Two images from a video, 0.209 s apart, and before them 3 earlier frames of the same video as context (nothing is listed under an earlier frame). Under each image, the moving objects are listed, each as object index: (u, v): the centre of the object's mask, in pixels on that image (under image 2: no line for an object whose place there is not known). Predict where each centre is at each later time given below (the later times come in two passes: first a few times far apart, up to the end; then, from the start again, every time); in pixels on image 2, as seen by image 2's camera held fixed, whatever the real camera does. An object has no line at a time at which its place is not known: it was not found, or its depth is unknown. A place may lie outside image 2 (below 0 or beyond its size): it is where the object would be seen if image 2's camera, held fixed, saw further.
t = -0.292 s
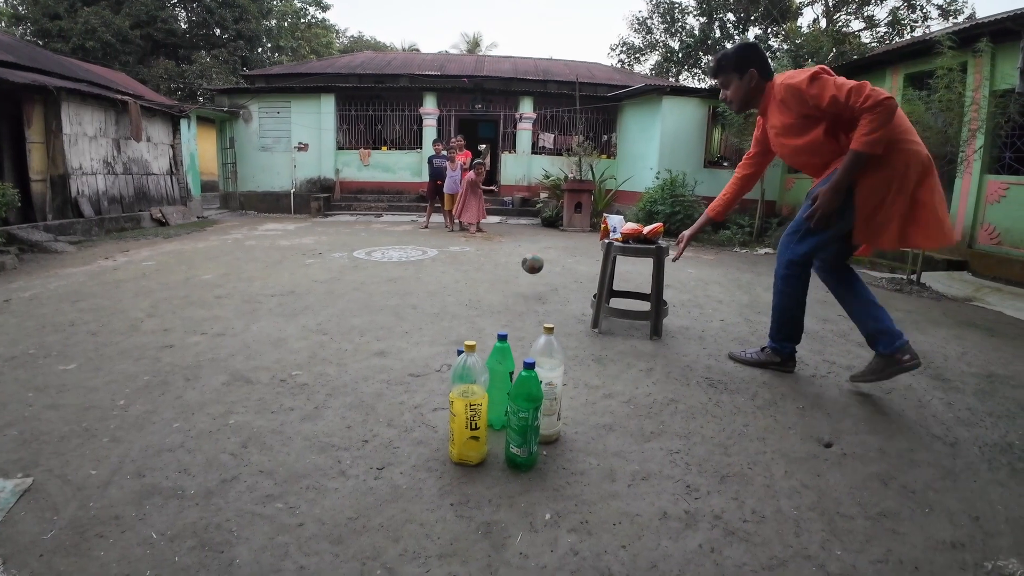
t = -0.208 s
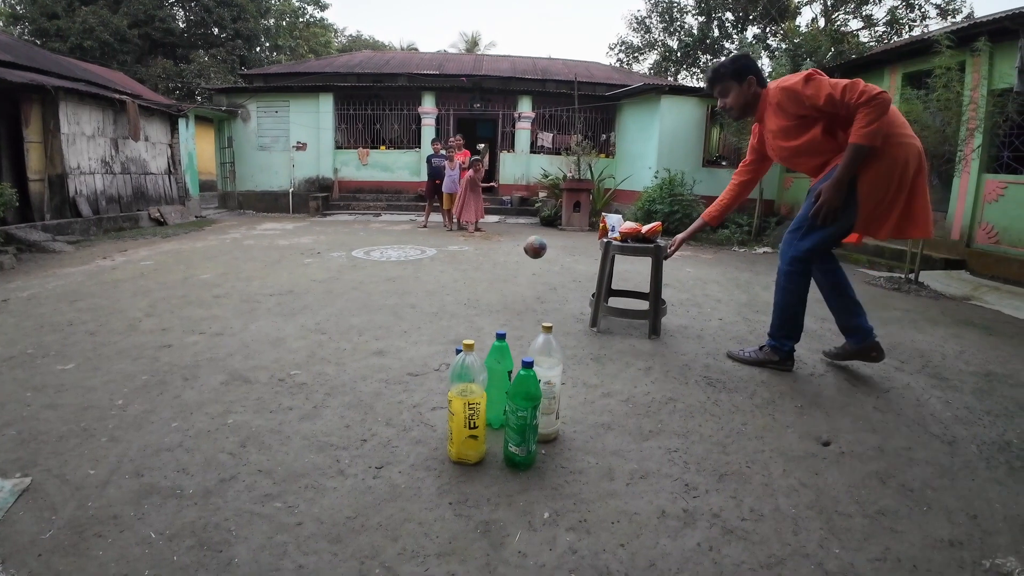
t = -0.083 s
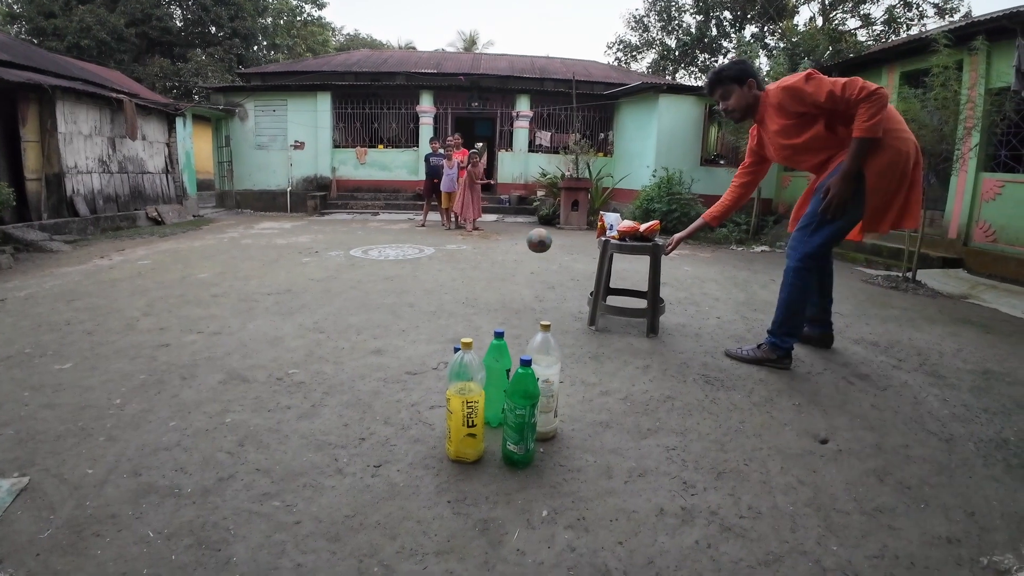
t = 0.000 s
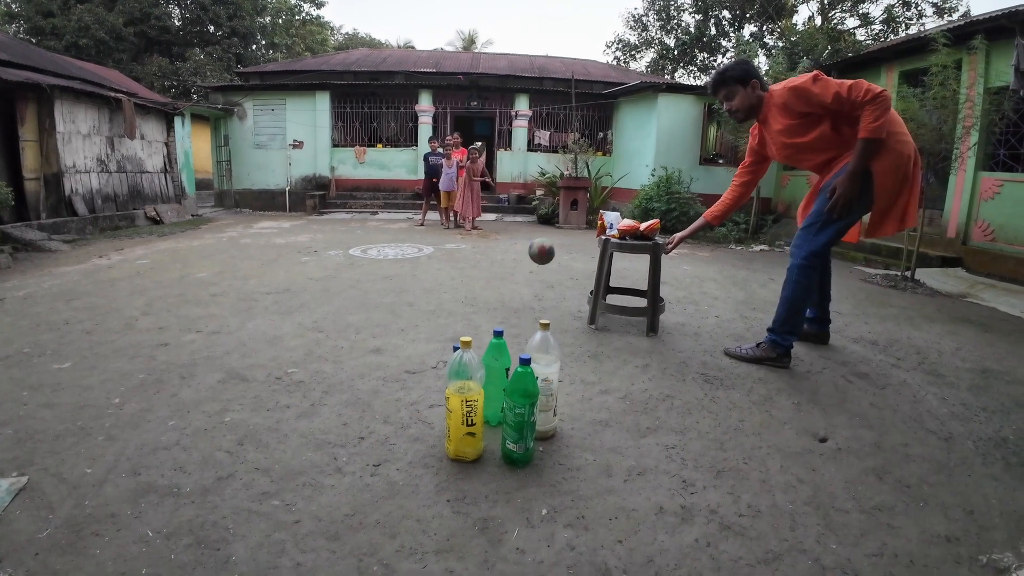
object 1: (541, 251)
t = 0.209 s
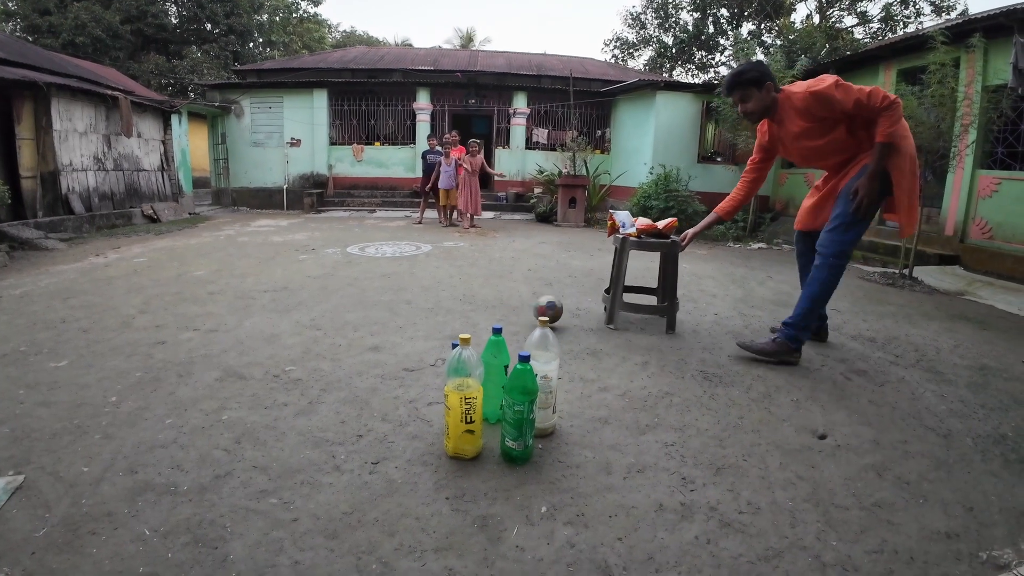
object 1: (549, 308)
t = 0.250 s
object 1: (551, 307)
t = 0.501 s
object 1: (566, 335)
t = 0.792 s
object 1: (579, 374)
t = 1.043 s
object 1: (599, 409)
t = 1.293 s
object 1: (622, 450)
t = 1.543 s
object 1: (653, 497)
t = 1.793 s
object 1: (687, 559)
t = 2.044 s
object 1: (711, 579)
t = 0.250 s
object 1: (551, 307)
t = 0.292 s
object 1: (553, 308)
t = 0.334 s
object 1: (555, 314)
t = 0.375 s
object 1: (560, 322)
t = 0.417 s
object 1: (563, 333)
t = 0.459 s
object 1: (564, 332)
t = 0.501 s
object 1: (566, 335)
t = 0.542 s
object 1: (569, 342)
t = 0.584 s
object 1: (570, 350)
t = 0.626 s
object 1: (572, 354)
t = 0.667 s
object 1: (574, 359)
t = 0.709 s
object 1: (575, 363)
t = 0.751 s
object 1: (577, 368)
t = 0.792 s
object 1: (579, 374)
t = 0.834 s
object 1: (582, 380)
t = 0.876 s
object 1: (585, 384)
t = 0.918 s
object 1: (589, 390)
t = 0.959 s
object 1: (592, 394)
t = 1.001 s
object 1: (596, 403)
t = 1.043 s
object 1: (599, 409)
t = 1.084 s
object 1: (603, 415)
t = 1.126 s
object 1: (606, 420)
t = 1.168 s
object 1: (610, 428)
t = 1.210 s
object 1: (614, 434)
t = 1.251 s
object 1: (619, 441)
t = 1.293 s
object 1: (622, 450)
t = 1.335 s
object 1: (627, 458)
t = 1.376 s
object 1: (632, 465)
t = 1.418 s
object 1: (636, 474)
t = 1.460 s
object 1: (642, 481)
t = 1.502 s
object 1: (648, 488)
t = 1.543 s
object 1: (653, 497)
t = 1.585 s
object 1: (659, 508)
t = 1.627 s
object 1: (665, 519)
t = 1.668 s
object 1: (671, 529)
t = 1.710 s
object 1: (676, 539)
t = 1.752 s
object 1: (682, 549)
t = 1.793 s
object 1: (687, 559)
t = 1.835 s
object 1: (693, 566)
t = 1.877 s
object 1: (699, 572)
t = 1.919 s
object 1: (703, 575)
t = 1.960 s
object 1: (707, 576)
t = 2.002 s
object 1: (709, 578)
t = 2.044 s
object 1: (711, 579)
